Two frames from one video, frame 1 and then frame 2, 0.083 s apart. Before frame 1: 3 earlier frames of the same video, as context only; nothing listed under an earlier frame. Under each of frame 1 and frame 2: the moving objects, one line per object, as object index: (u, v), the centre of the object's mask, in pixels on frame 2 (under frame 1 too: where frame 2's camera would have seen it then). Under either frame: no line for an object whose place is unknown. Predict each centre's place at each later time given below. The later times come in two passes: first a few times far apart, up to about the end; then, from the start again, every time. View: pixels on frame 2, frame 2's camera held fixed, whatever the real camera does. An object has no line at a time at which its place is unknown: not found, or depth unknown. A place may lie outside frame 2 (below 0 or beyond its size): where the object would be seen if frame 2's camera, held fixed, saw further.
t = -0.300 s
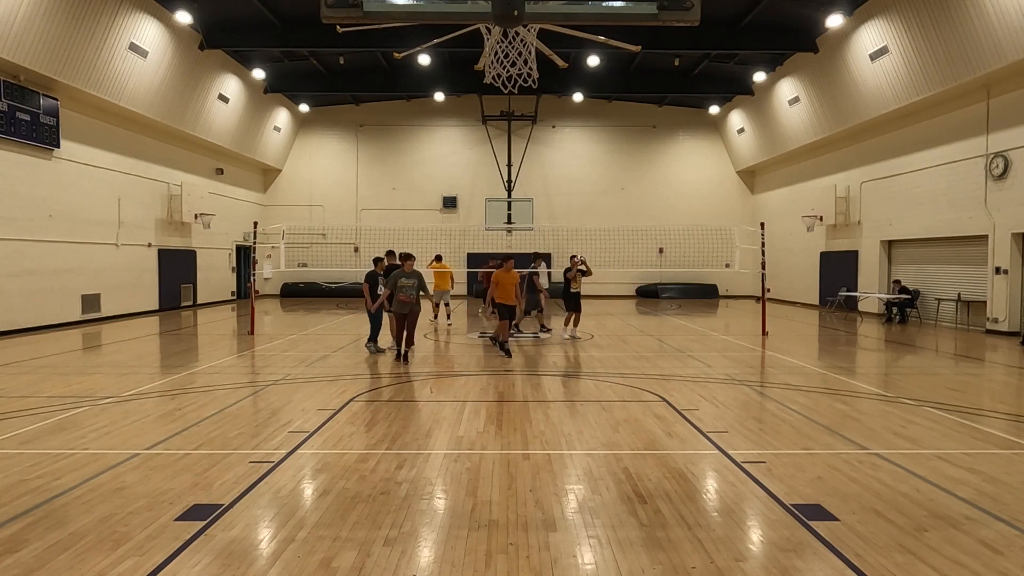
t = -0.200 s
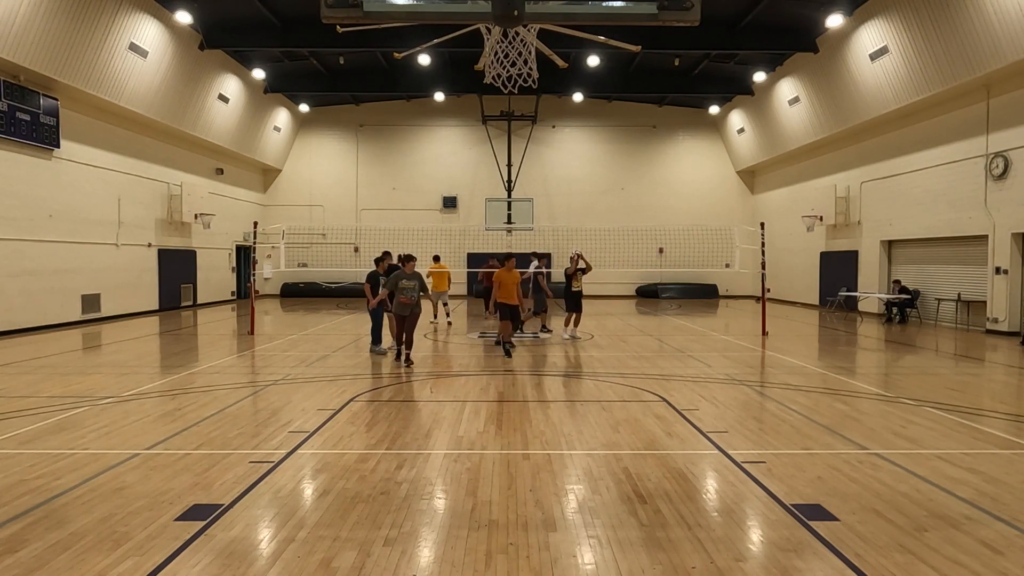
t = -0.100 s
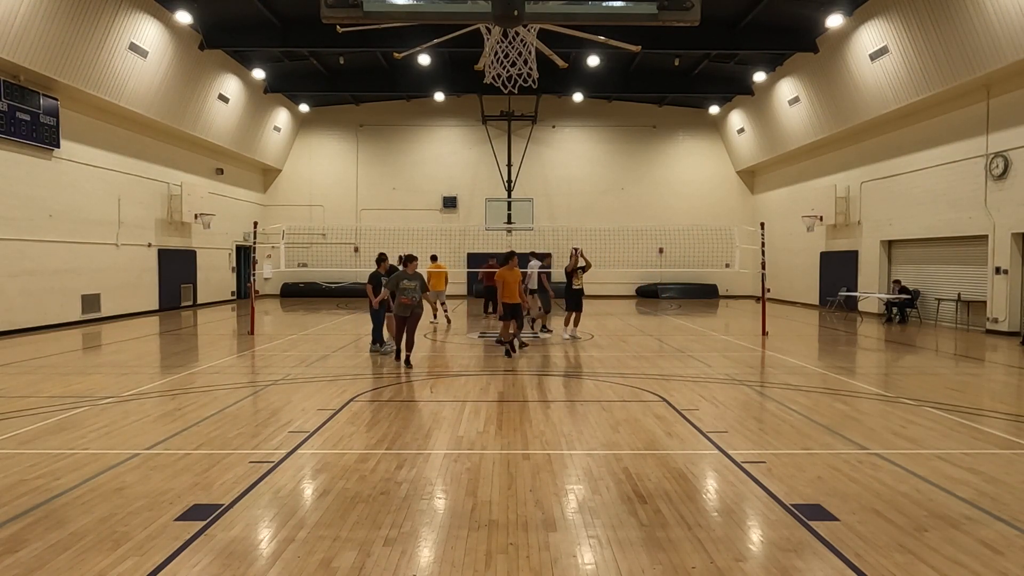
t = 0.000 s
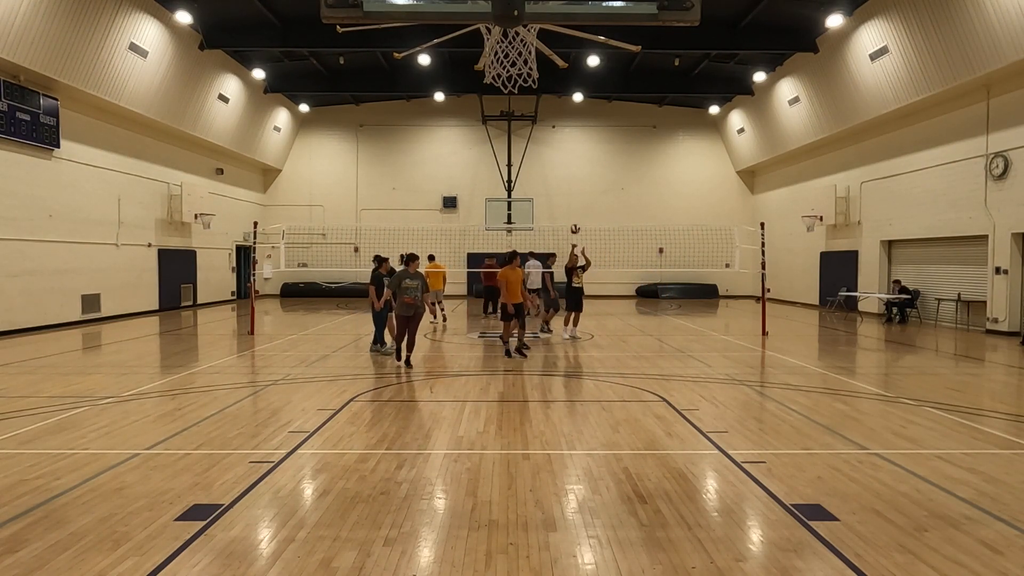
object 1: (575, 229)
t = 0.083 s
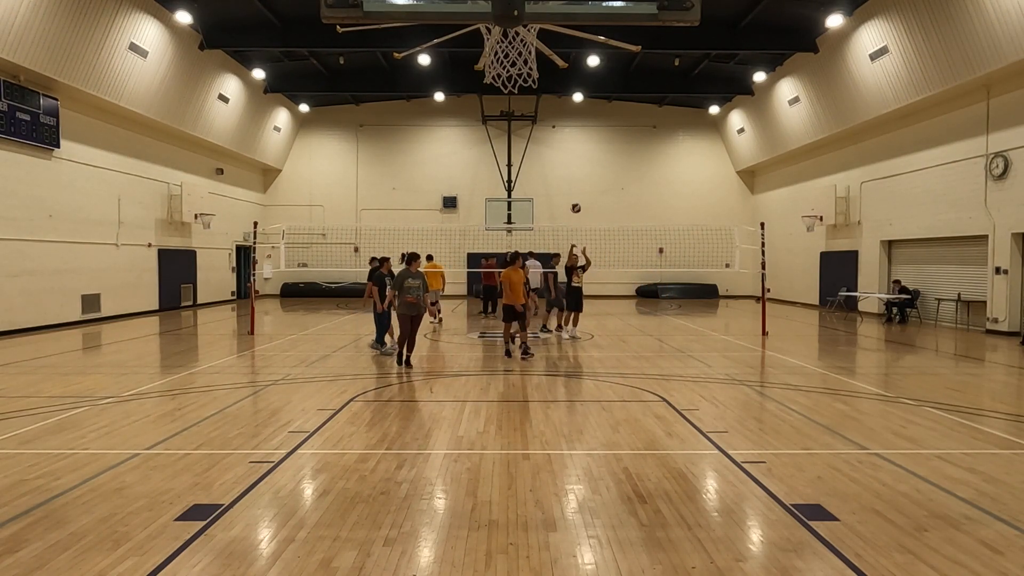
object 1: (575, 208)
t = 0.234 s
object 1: (577, 176)
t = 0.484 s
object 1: (579, 145)
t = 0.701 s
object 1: (581, 146)
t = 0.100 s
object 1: (576, 204)
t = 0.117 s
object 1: (576, 200)
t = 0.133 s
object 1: (576, 196)
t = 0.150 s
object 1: (576, 193)
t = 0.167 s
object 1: (576, 189)
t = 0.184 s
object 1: (576, 186)
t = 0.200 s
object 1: (577, 182)
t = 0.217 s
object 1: (577, 179)
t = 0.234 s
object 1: (577, 176)
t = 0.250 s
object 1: (577, 173)
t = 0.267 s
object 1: (577, 170)
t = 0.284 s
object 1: (577, 168)
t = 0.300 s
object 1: (578, 165)
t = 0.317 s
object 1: (578, 163)
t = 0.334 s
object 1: (578, 160)
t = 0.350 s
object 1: (578, 158)
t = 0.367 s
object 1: (578, 156)
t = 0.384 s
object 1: (578, 154)
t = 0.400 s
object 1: (578, 152)
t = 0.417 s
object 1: (578, 150)
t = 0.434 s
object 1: (578, 149)
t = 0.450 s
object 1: (578, 147)
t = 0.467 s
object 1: (578, 146)
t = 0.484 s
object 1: (579, 145)
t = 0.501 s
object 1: (579, 144)
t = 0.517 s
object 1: (579, 143)
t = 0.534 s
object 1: (579, 143)
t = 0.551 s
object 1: (579, 142)
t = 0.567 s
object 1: (579, 142)
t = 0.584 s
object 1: (580, 142)
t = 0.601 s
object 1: (580, 142)
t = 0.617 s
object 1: (580, 142)
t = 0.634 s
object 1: (580, 142)
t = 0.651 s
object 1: (580, 143)
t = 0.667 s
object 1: (580, 144)
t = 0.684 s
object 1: (580, 145)
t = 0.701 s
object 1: (581, 146)
